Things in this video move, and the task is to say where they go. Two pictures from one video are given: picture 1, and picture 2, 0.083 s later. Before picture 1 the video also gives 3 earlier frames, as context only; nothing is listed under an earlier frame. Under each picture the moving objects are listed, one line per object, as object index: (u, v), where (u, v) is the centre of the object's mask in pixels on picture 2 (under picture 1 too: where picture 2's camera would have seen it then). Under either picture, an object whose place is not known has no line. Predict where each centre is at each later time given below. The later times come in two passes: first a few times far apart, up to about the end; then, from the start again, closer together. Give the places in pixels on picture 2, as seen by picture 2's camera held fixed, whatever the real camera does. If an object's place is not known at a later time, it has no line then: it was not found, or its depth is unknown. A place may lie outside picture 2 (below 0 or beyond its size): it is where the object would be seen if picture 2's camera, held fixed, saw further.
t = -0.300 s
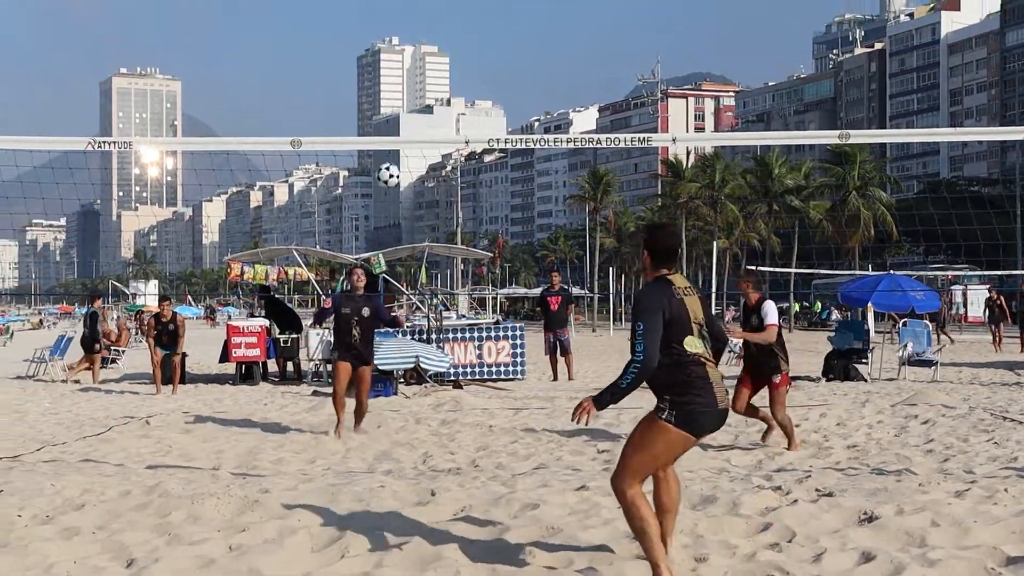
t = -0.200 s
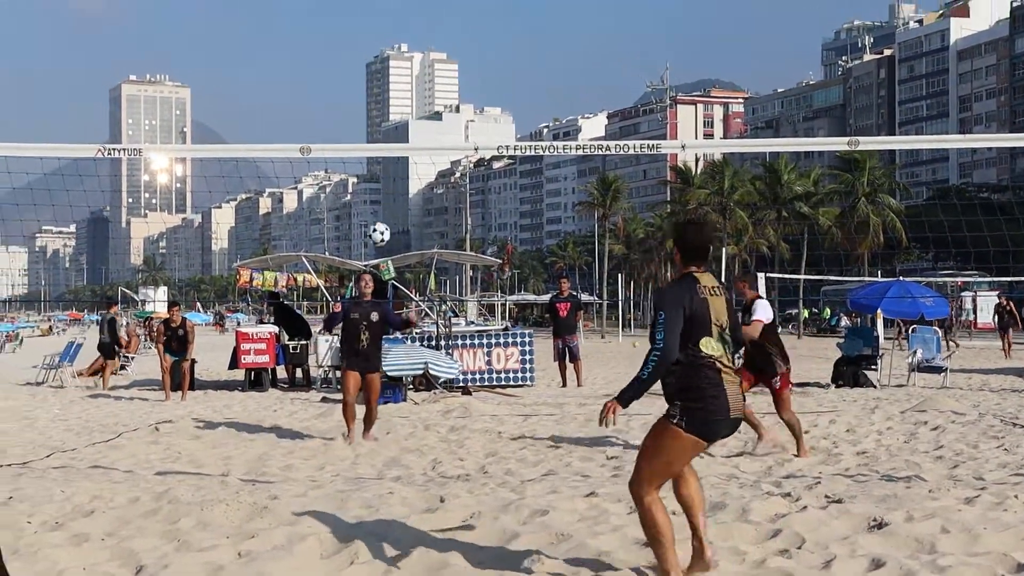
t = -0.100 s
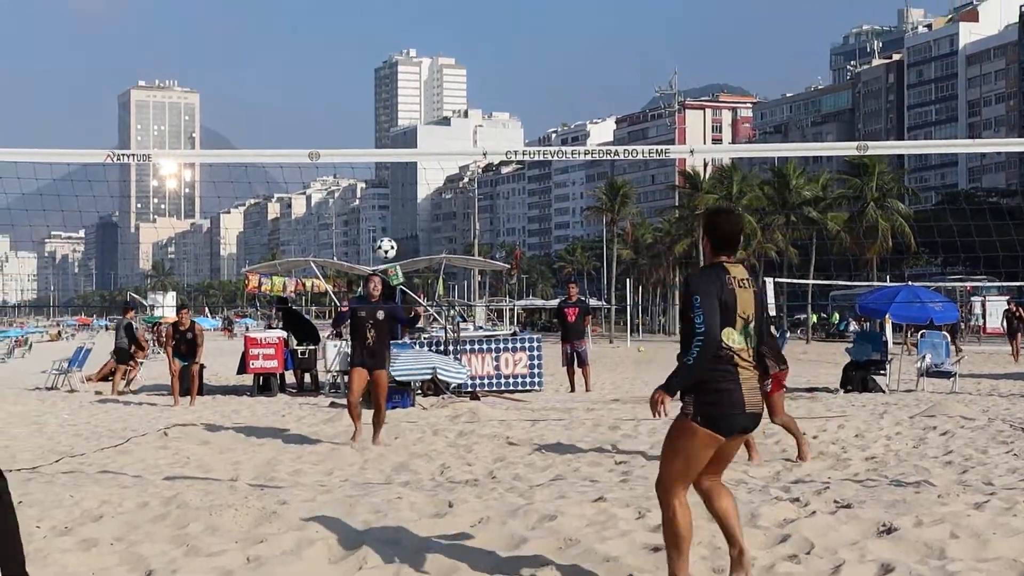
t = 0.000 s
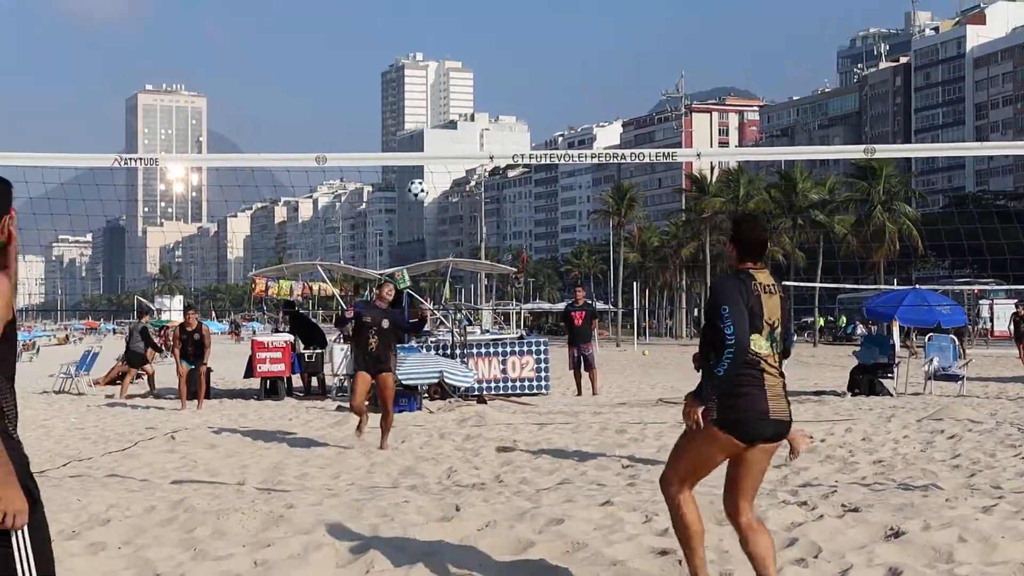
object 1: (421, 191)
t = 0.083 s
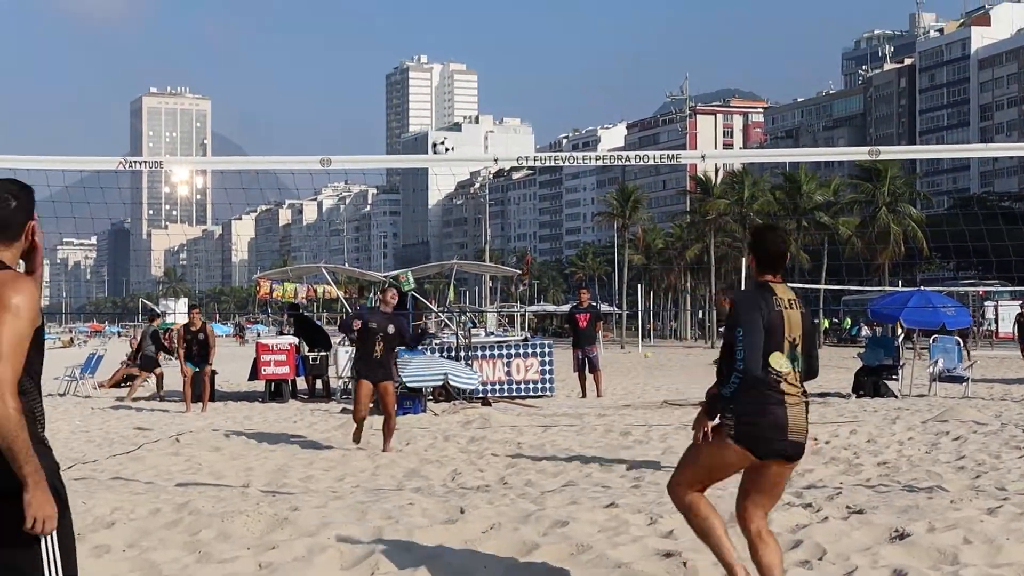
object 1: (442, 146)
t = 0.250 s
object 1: (485, 76)
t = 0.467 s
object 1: (534, 25)
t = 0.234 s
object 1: (480, 82)
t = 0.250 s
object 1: (485, 76)
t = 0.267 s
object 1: (489, 71)
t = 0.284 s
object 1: (493, 65)
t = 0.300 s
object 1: (497, 60)
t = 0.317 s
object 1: (501, 55)
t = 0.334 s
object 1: (504, 51)
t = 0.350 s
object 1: (508, 47)
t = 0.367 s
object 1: (512, 43)
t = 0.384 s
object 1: (516, 39)
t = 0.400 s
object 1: (520, 35)
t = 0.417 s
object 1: (523, 34)
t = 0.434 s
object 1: (527, 31)
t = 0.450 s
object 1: (530, 28)
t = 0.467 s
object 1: (534, 25)
